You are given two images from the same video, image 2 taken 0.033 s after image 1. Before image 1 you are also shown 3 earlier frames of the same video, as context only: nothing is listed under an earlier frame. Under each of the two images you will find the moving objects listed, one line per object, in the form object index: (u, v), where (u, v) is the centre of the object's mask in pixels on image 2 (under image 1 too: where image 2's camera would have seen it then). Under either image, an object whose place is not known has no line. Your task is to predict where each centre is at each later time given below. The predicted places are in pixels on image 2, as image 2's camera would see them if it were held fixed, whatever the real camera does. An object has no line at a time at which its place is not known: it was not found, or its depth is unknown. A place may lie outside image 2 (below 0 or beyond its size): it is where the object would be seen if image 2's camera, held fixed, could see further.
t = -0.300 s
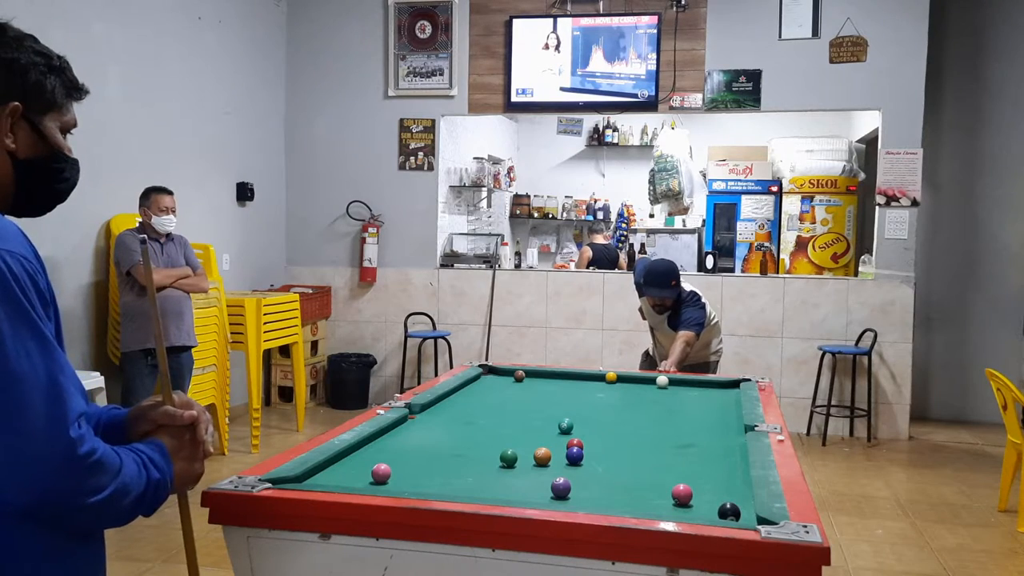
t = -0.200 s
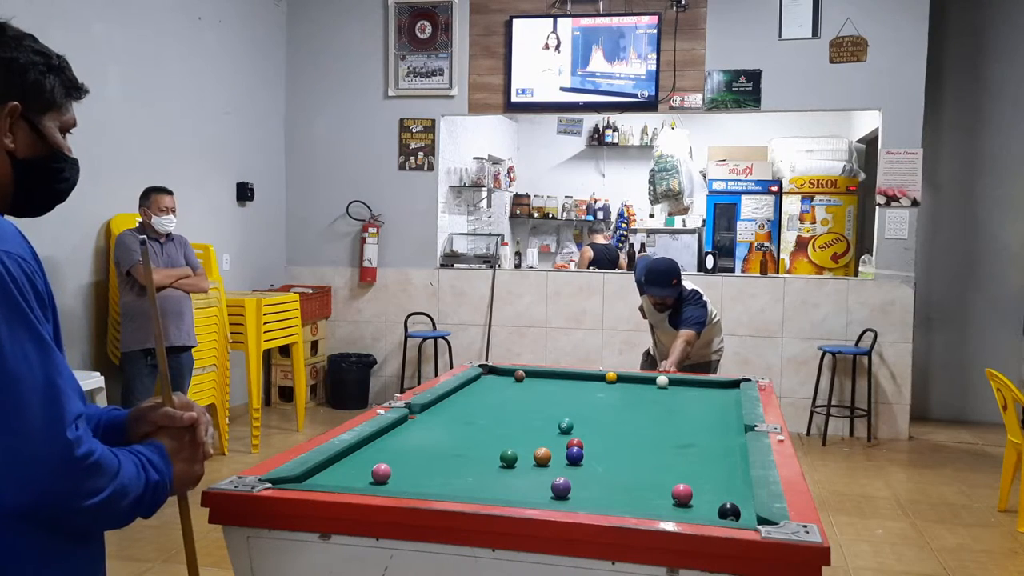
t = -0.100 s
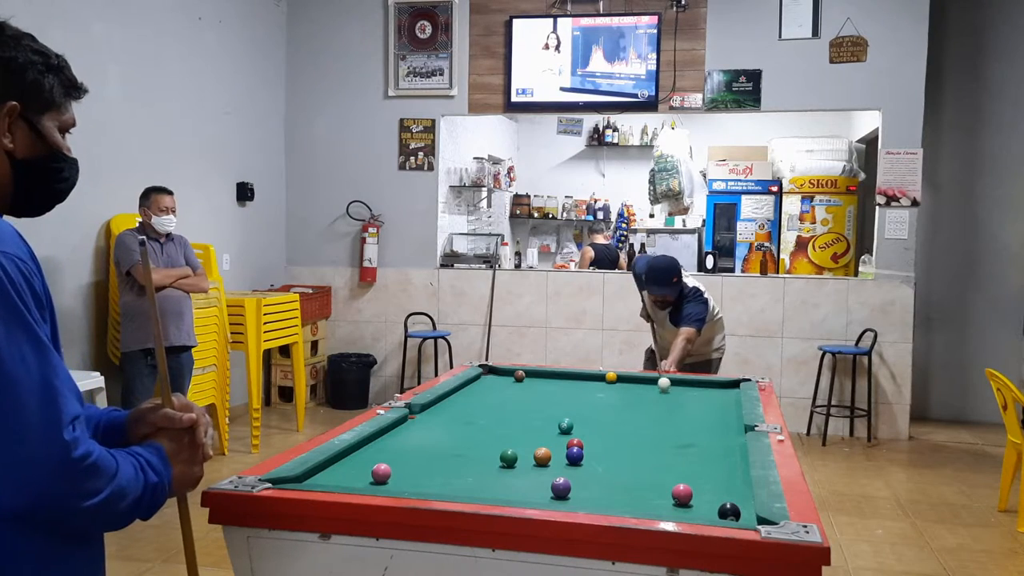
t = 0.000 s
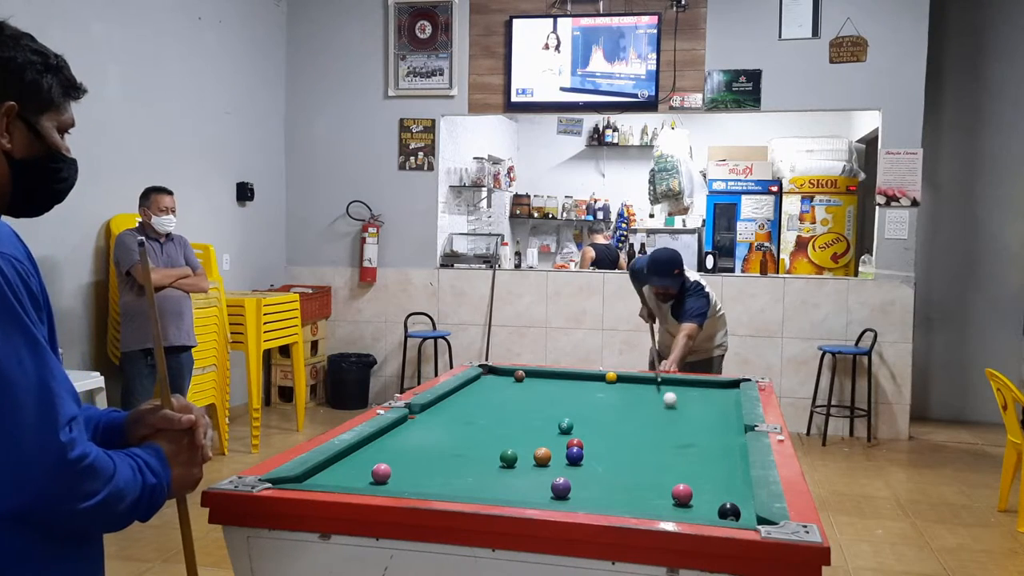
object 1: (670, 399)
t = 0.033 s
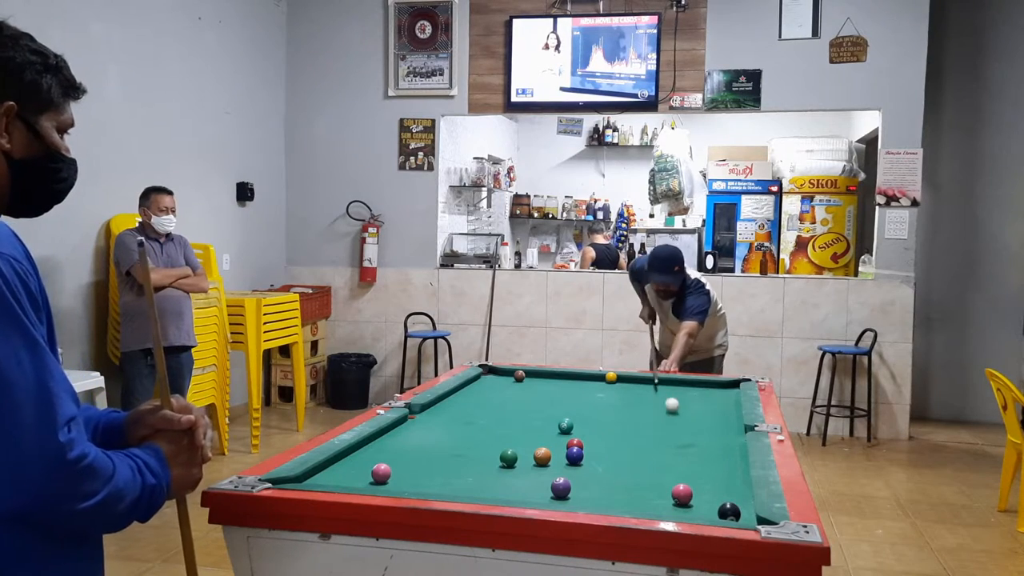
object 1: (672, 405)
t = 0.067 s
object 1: (674, 410)
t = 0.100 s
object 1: (676, 416)
